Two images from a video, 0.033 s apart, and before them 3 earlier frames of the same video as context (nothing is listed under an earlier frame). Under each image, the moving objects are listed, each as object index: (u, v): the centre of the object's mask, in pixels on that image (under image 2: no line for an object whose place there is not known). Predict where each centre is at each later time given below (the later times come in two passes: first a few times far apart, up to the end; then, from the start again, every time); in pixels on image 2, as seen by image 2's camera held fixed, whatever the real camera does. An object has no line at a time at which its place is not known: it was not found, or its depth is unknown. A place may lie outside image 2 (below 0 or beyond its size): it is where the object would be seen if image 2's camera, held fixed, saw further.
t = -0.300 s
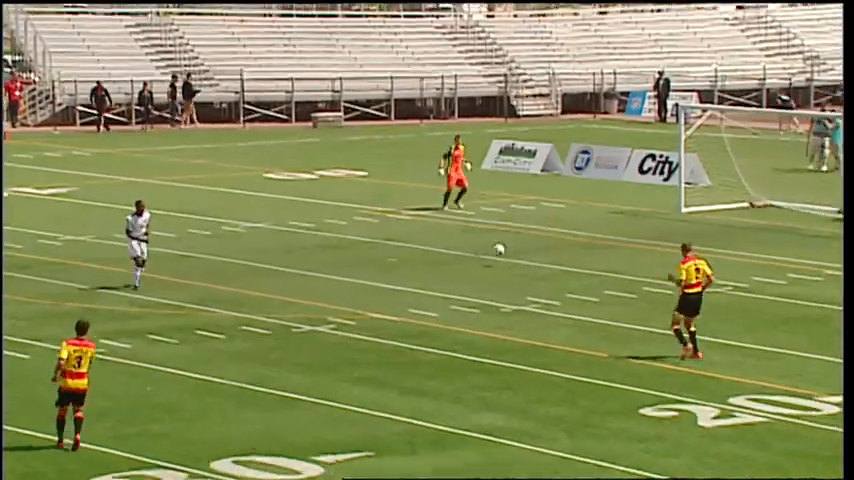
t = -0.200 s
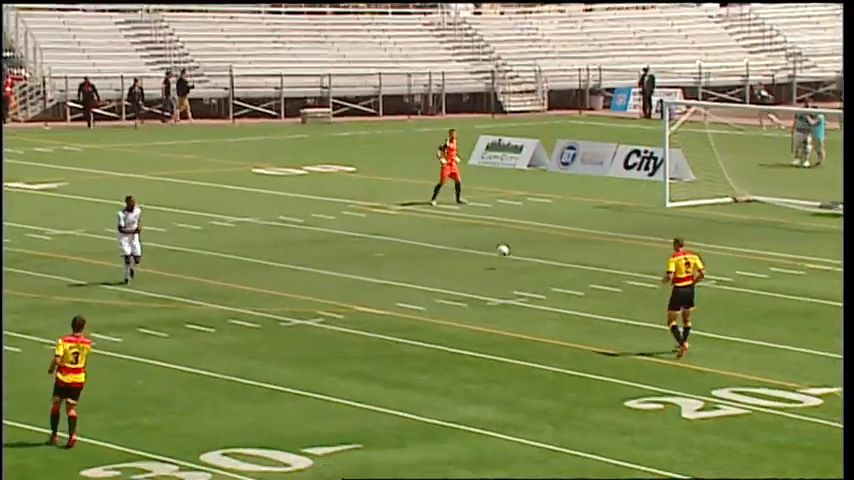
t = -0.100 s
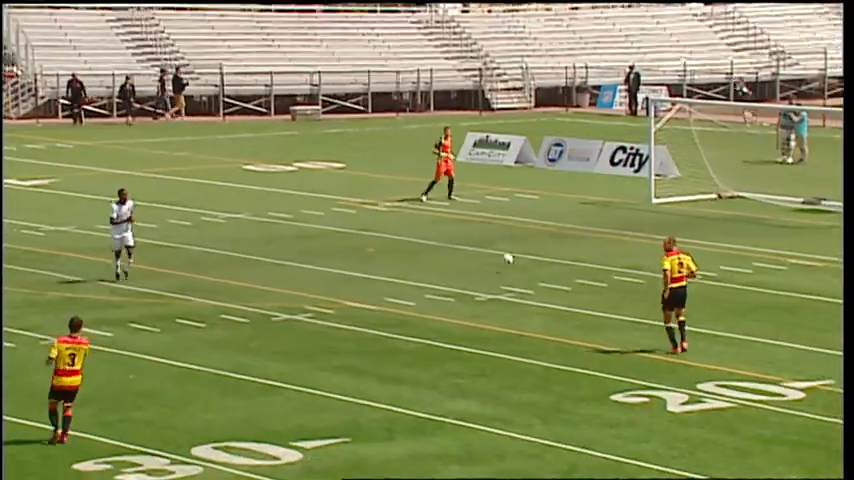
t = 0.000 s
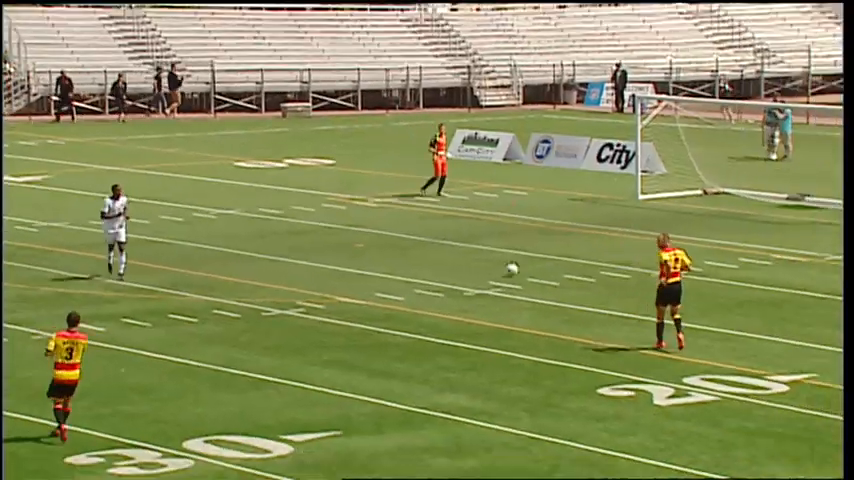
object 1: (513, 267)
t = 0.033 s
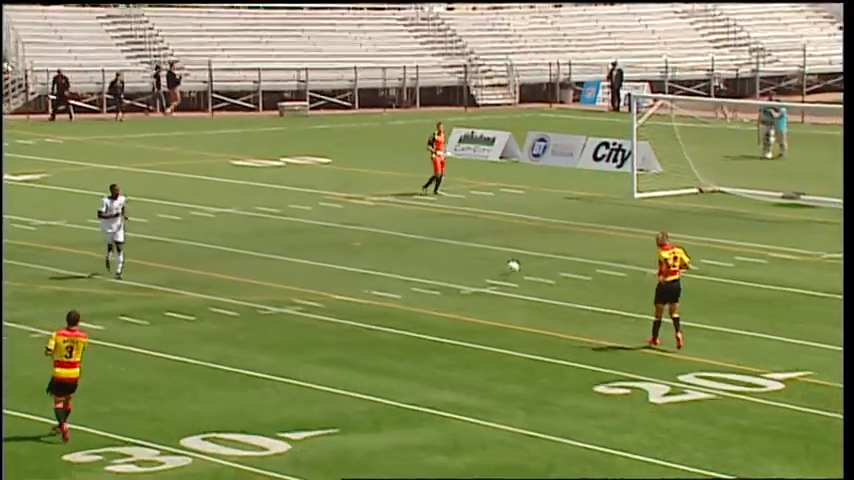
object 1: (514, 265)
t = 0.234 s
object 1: (540, 276)
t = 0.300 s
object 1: (549, 286)
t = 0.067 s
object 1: (518, 266)
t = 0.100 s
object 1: (522, 266)
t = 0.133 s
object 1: (527, 268)
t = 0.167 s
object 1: (532, 270)
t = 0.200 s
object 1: (536, 274)
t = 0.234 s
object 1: (540, 276)
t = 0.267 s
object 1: (545, 281)
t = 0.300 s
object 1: (549, 286)
